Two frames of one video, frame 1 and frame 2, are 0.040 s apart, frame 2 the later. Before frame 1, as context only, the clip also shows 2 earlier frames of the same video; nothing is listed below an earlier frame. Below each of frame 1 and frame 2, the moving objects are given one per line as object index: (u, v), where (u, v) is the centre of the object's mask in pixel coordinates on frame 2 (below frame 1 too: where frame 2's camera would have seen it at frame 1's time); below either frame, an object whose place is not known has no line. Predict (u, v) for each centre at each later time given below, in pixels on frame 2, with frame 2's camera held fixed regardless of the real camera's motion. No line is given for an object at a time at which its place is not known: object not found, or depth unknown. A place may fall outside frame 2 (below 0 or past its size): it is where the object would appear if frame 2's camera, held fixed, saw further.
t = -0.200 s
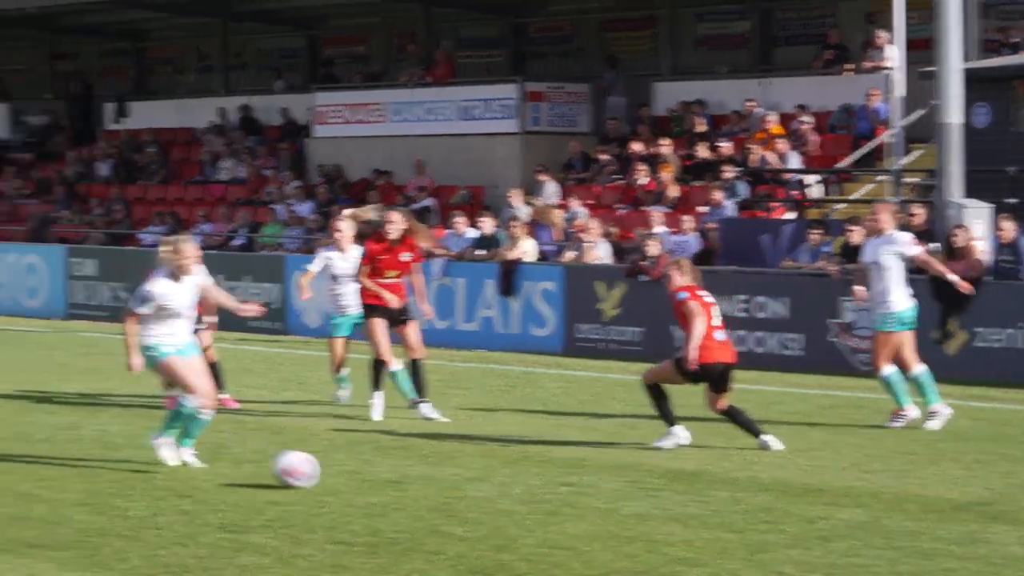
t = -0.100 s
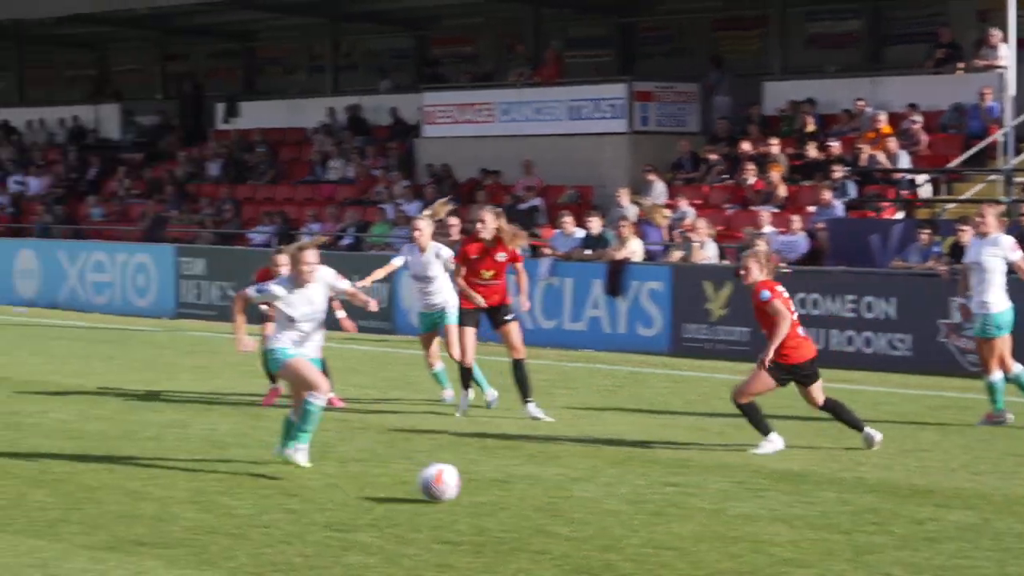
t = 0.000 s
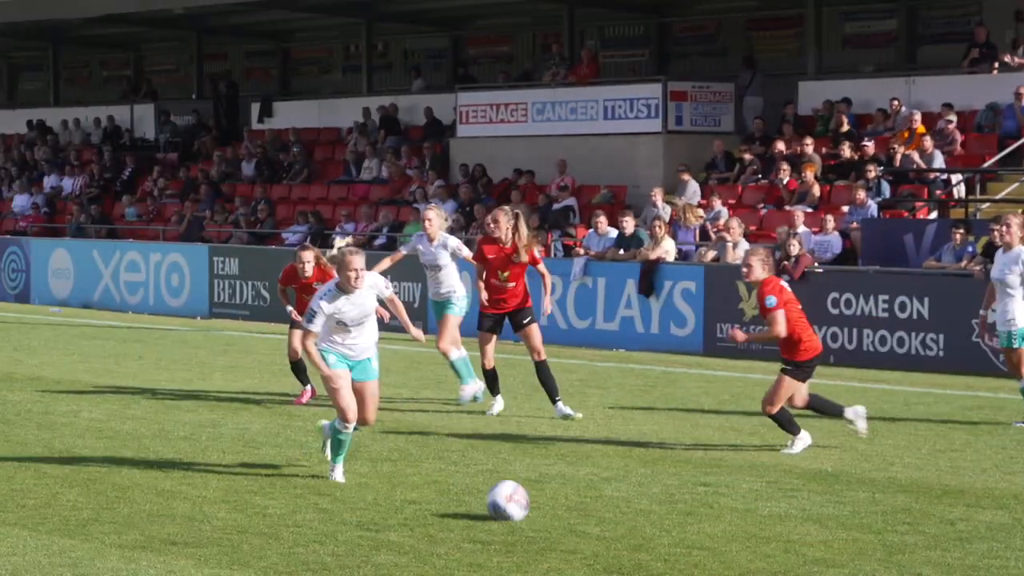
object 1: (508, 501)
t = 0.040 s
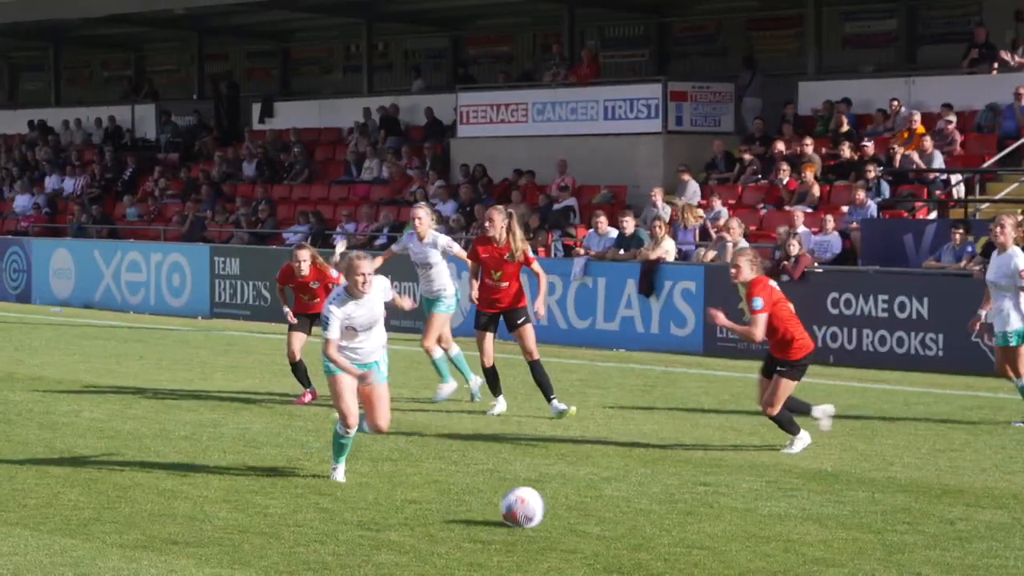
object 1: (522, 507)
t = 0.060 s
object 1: (529, 509)
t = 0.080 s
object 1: (536, 510)
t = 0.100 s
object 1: (543, 514)
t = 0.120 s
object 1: (550, 517)
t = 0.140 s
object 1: (557, 521)
